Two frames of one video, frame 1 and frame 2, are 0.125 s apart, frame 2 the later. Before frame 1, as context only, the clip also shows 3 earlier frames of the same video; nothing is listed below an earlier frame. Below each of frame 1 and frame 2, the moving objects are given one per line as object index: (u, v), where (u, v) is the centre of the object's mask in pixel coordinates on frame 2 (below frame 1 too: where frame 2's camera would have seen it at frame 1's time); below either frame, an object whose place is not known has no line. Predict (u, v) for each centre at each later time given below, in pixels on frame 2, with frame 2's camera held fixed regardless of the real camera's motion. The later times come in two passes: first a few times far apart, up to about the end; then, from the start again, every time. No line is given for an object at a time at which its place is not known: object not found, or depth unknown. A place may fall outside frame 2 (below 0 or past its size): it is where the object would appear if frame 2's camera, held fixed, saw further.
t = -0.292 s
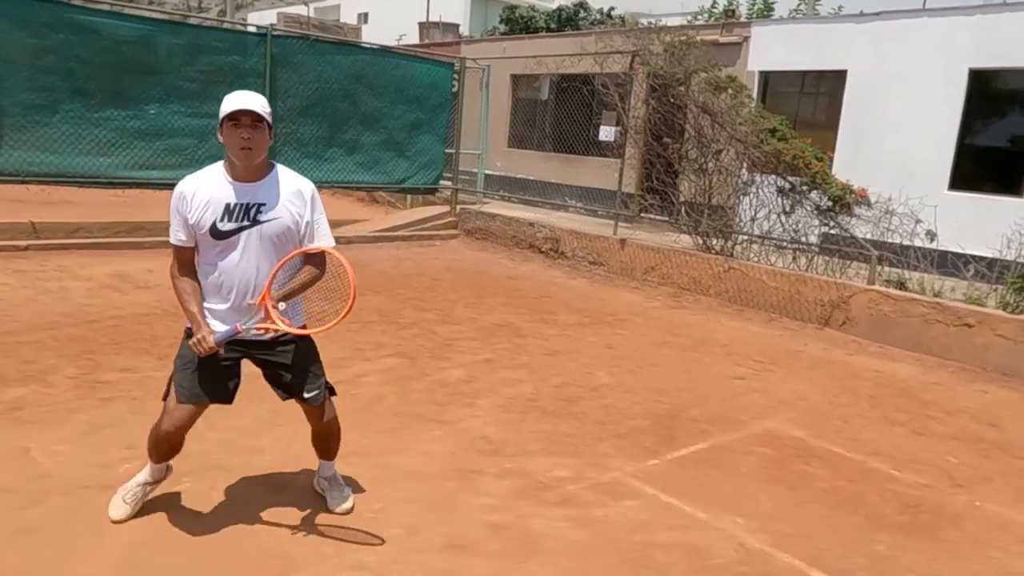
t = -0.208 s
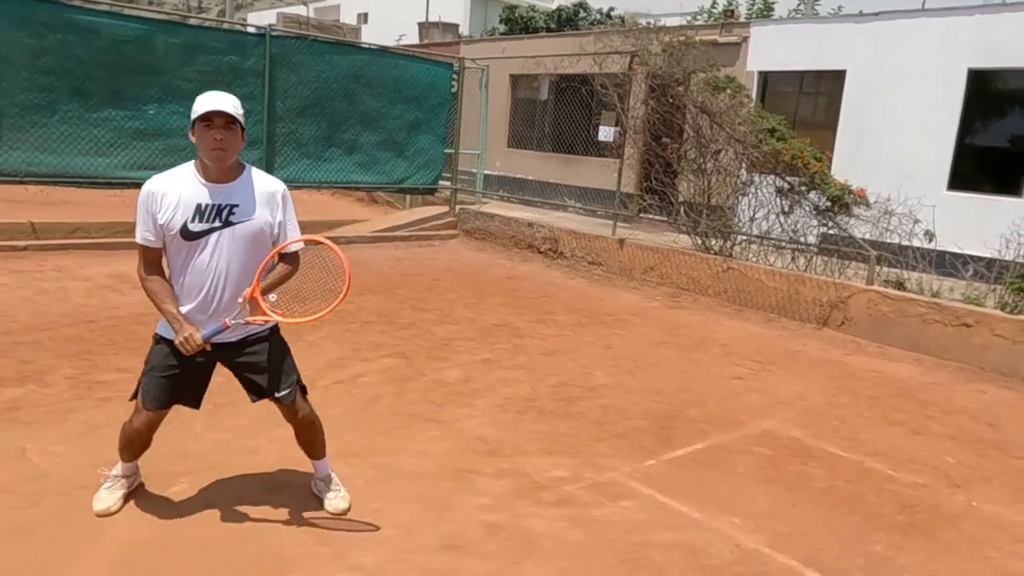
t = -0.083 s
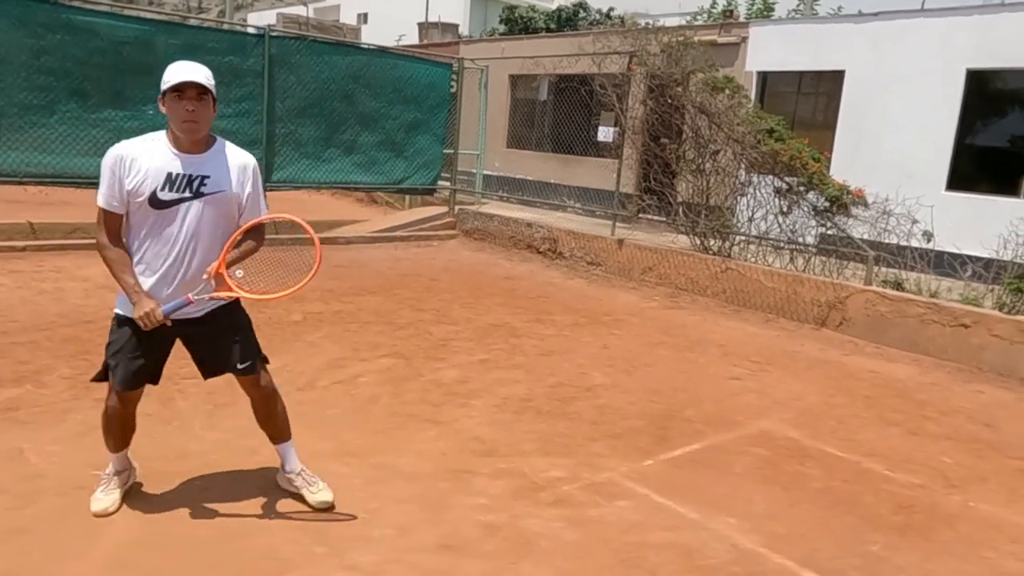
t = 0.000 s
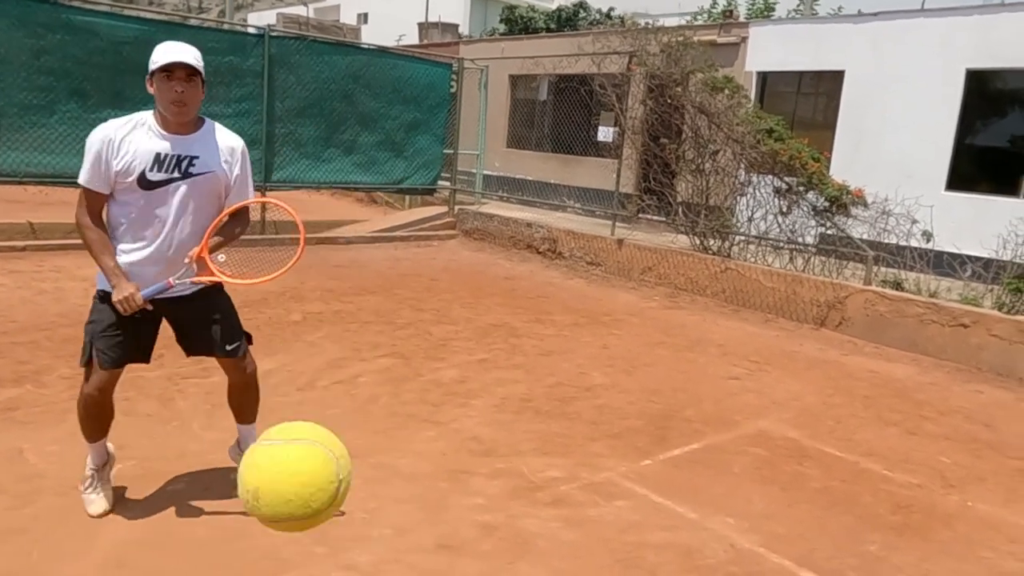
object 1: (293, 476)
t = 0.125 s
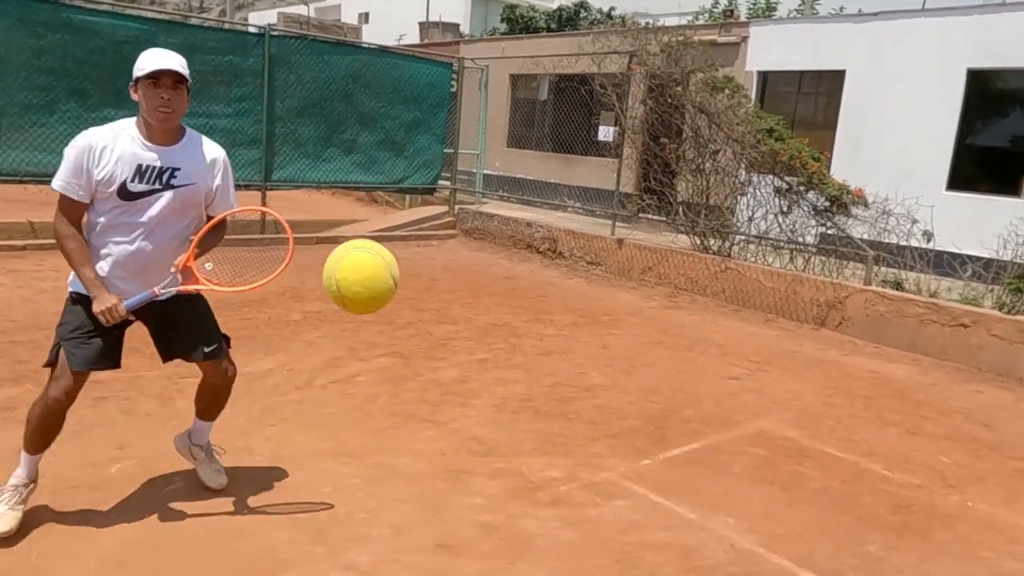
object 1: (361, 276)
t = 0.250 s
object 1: (395, 302)
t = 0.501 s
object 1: (429, 551)
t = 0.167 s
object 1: (374, 269)
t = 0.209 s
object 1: (386, 280)
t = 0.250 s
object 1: (395, 302)
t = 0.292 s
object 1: (404, 333)
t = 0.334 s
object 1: (411, 371)
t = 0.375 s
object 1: (417, 412)
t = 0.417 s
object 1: (423, 456)
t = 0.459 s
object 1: (425, 503)
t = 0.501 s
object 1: (429, 551)
